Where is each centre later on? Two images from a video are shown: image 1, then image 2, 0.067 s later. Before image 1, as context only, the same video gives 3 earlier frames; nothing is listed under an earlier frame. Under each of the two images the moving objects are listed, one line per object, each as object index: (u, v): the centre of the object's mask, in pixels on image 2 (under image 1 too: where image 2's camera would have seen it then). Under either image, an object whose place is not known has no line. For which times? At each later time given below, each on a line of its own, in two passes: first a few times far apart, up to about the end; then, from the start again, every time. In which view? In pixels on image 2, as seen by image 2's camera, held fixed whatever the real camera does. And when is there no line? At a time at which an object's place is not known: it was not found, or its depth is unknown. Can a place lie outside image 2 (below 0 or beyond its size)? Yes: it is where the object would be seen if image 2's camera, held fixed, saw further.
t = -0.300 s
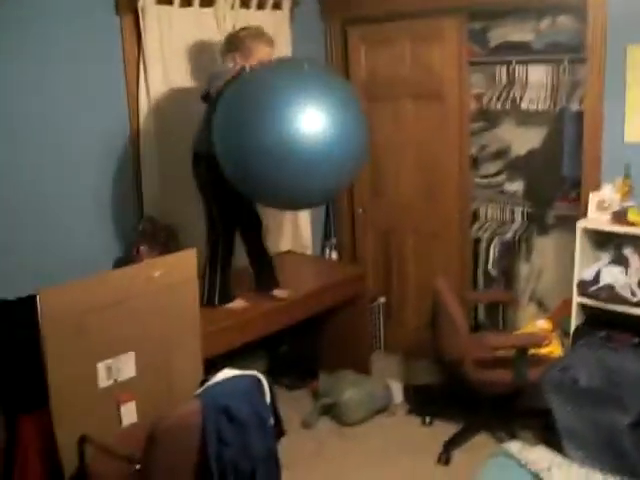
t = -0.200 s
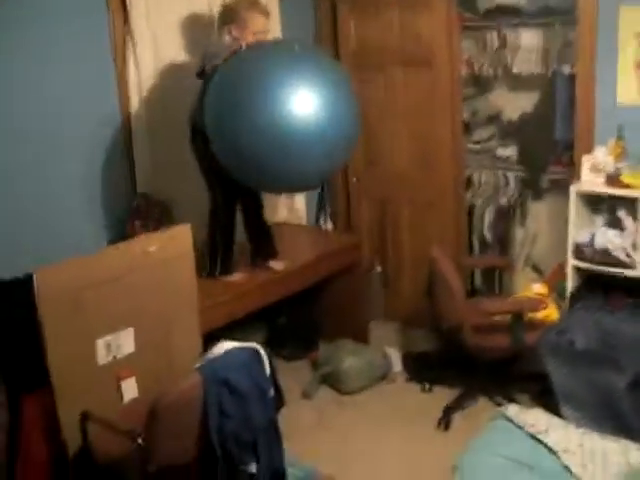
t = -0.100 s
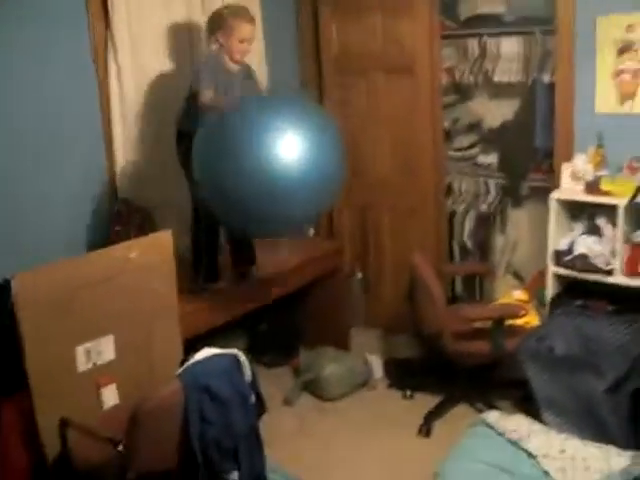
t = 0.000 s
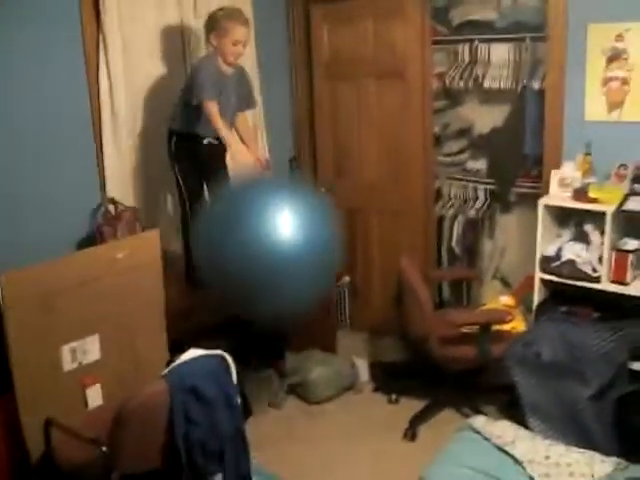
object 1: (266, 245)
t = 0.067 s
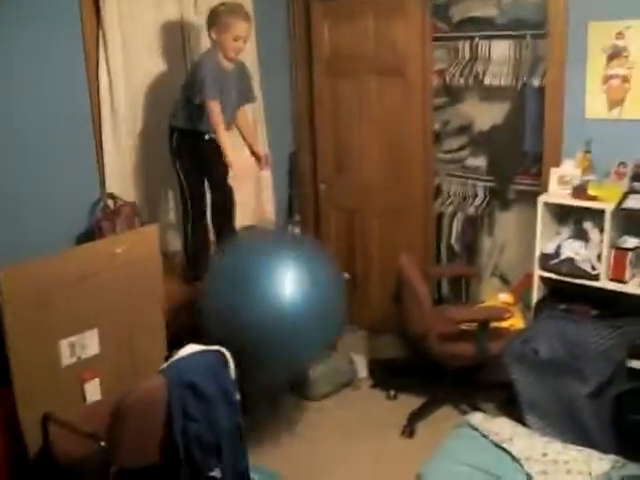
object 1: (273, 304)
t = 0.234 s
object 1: (290, 391)
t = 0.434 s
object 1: (271, 265)
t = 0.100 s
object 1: (281, 344)
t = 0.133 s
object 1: (287, 374)
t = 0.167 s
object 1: (292, 403)
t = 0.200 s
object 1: (295, 409)
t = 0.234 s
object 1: (290, 391)
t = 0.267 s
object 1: (285, 363)
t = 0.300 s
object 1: (283, 340)
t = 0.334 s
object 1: (277, 323)
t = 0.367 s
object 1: (274, 304)
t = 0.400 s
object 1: (272, 282)
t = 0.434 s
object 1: (271, 265)
